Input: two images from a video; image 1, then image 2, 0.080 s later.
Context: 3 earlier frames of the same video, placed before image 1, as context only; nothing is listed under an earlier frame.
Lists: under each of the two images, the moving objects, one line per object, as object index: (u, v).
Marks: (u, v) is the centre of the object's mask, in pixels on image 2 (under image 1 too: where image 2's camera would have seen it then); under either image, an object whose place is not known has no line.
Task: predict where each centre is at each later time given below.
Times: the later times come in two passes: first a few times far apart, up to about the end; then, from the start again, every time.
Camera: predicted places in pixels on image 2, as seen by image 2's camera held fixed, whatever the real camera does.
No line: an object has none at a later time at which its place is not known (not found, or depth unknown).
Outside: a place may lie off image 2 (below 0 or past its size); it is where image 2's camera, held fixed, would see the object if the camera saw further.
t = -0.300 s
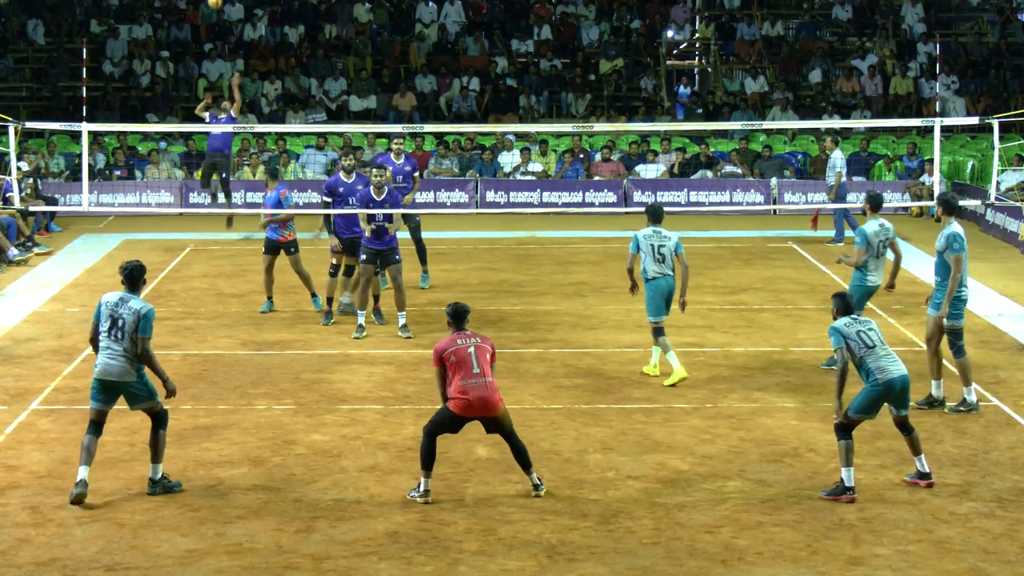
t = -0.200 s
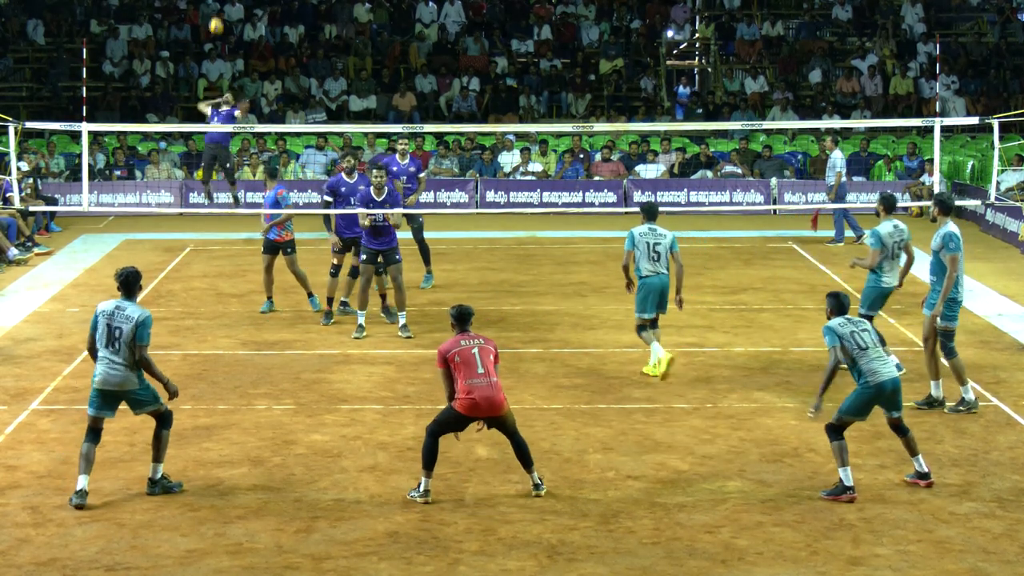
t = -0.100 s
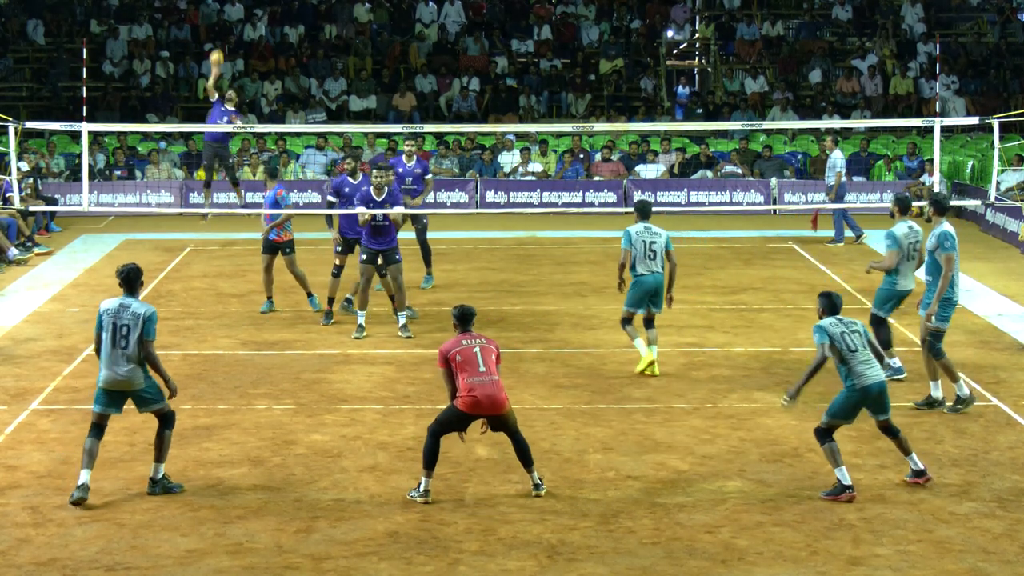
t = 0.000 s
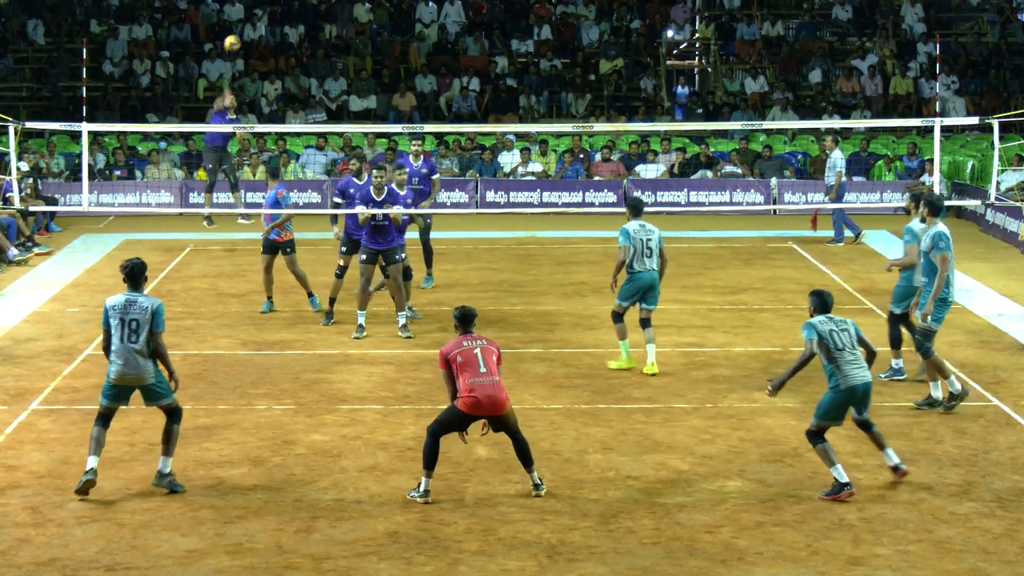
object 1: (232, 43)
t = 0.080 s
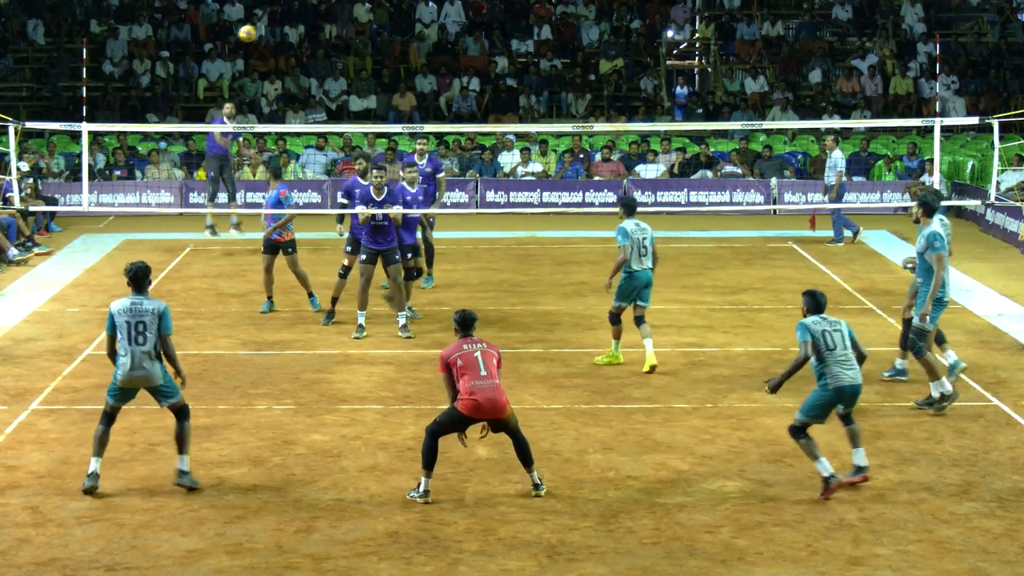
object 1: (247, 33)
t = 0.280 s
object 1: (297, 46)
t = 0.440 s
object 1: (345, 105)
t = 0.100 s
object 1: (251, 33)
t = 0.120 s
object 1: (255, 32)
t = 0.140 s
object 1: (260, 32)
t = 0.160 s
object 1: (265, 32)
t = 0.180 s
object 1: (271, 32)
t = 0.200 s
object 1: (276, 34)
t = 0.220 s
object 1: (280, 36)
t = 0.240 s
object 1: (285, 38)
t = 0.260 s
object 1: (291, 42)
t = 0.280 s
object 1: (297, 46)
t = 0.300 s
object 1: (303, 51)
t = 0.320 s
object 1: (308, 56)
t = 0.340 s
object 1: (314, 63)
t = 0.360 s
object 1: (319, 68)
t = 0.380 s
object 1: (325, 75)
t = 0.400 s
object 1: (332, 85)
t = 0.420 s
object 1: (338, 94)
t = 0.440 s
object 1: (345, 105)
